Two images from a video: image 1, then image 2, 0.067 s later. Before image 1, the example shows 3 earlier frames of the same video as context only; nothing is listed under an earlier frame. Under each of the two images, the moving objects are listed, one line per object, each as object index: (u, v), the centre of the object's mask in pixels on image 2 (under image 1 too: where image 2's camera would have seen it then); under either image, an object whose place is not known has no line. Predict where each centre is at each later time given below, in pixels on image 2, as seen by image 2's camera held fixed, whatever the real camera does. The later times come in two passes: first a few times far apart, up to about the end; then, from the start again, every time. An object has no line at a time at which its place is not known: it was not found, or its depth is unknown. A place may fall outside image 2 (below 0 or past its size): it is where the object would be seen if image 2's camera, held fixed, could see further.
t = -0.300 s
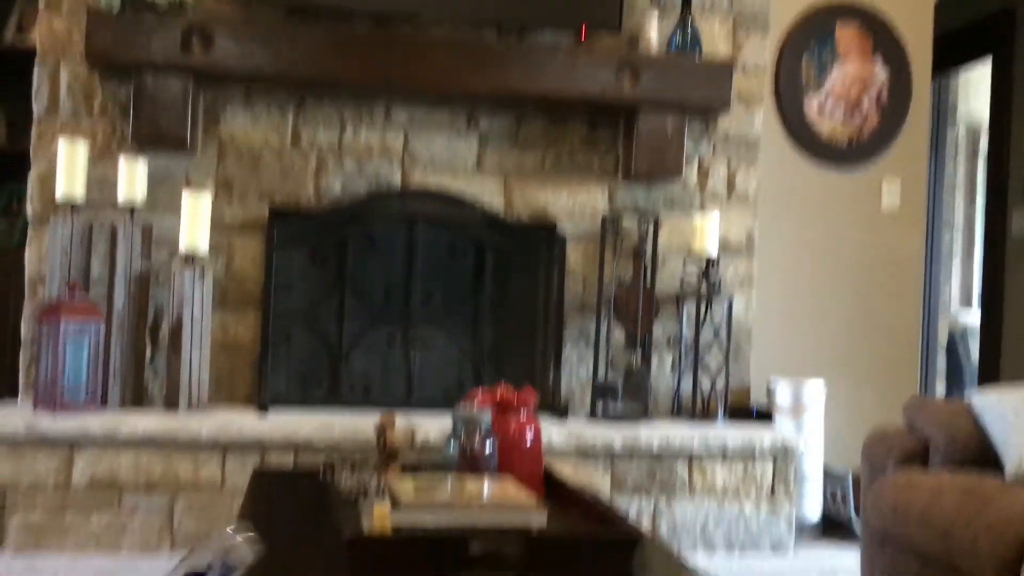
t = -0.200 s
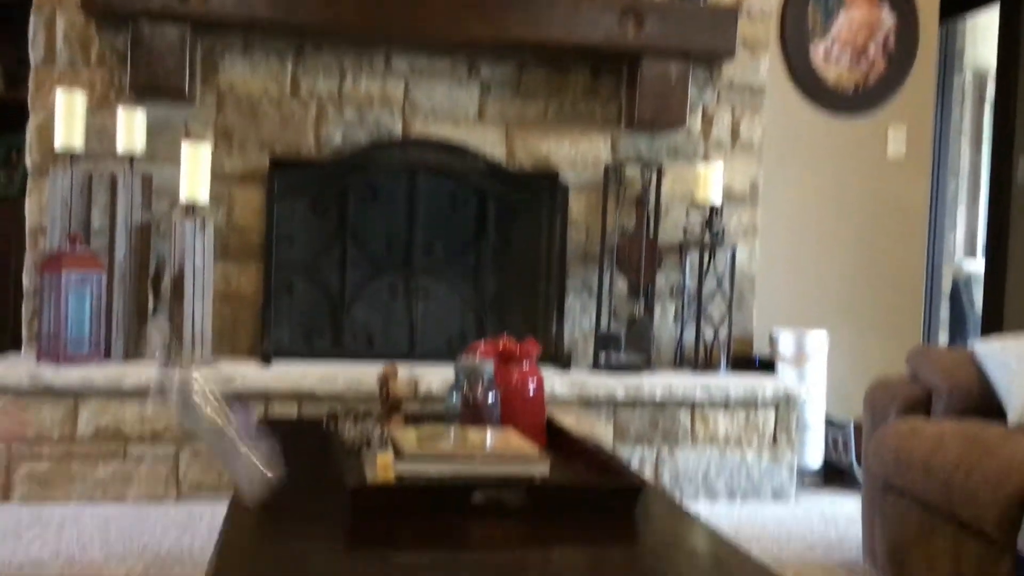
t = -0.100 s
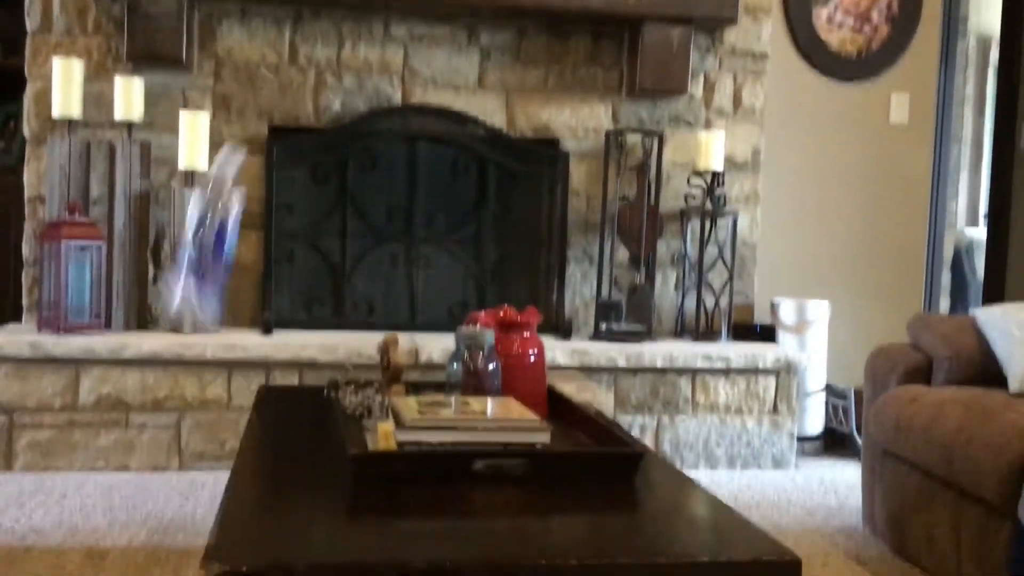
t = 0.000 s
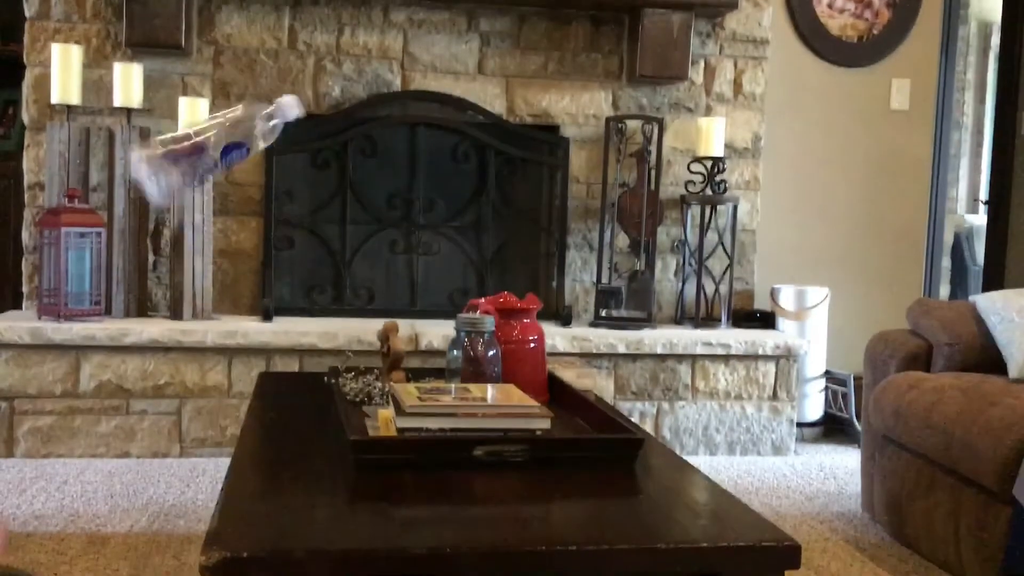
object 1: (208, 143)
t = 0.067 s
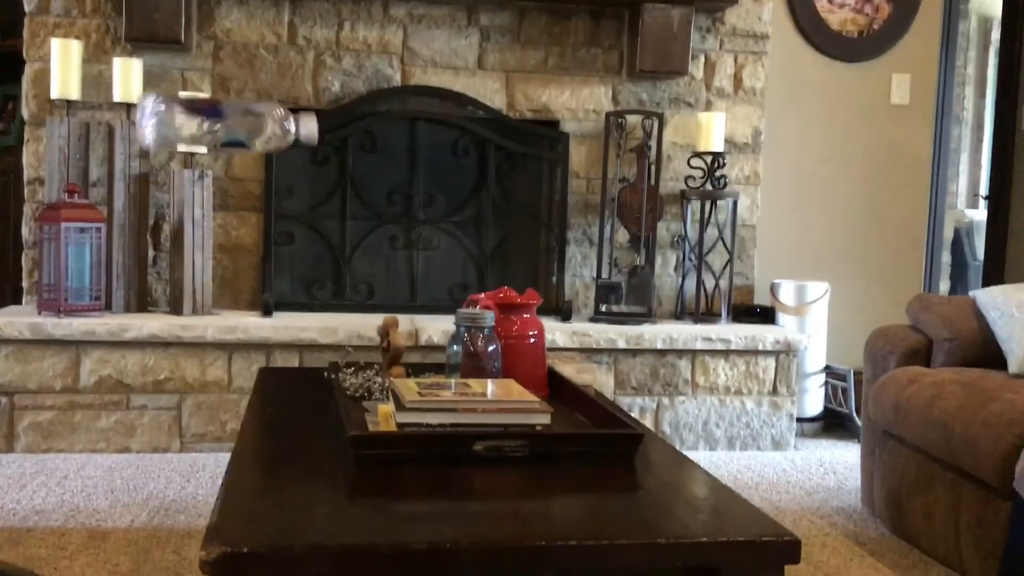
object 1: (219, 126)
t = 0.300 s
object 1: (272, 333)
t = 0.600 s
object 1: (312, 402)
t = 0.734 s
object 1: (293, 401)
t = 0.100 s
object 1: (229, 129)
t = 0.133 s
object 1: (237, 144)
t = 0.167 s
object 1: (246, 168)
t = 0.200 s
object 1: (254, 200)
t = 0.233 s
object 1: (256, 230)
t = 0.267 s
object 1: (264, 276)
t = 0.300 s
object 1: (272, 333)
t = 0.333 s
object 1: (281, 377)
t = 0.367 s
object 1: (292, 389)
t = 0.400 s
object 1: (304, 402)
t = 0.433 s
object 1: (315, 397)
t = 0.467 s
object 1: (320, 397)
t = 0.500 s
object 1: (319, 402)
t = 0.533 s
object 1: (316, 403)
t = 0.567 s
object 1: (315, 402)
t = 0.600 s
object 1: (312, 402)
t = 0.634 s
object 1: (309, 401)
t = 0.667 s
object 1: (304, 401)
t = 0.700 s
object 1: (300, 401)
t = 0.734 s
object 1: (293, 401)
